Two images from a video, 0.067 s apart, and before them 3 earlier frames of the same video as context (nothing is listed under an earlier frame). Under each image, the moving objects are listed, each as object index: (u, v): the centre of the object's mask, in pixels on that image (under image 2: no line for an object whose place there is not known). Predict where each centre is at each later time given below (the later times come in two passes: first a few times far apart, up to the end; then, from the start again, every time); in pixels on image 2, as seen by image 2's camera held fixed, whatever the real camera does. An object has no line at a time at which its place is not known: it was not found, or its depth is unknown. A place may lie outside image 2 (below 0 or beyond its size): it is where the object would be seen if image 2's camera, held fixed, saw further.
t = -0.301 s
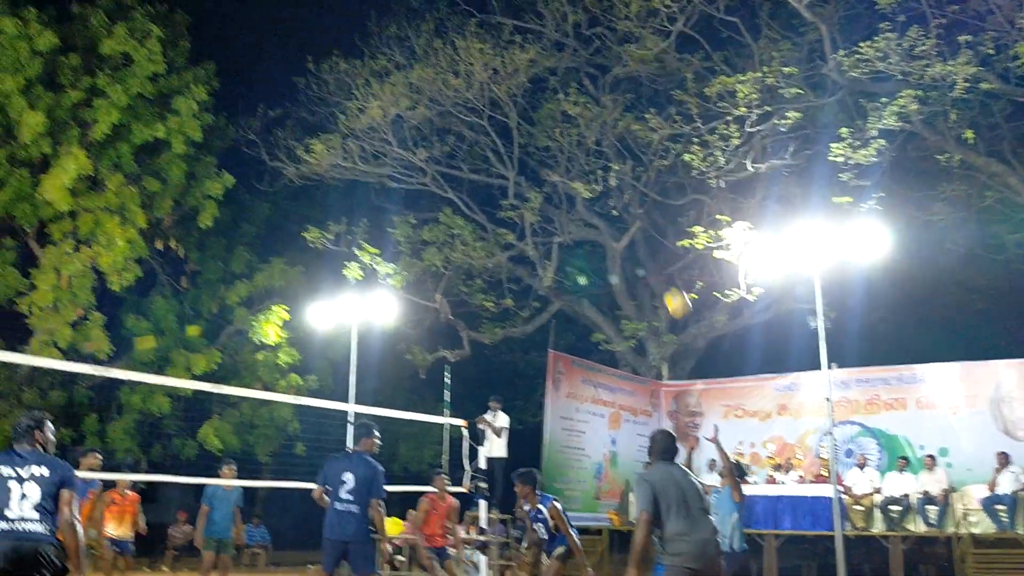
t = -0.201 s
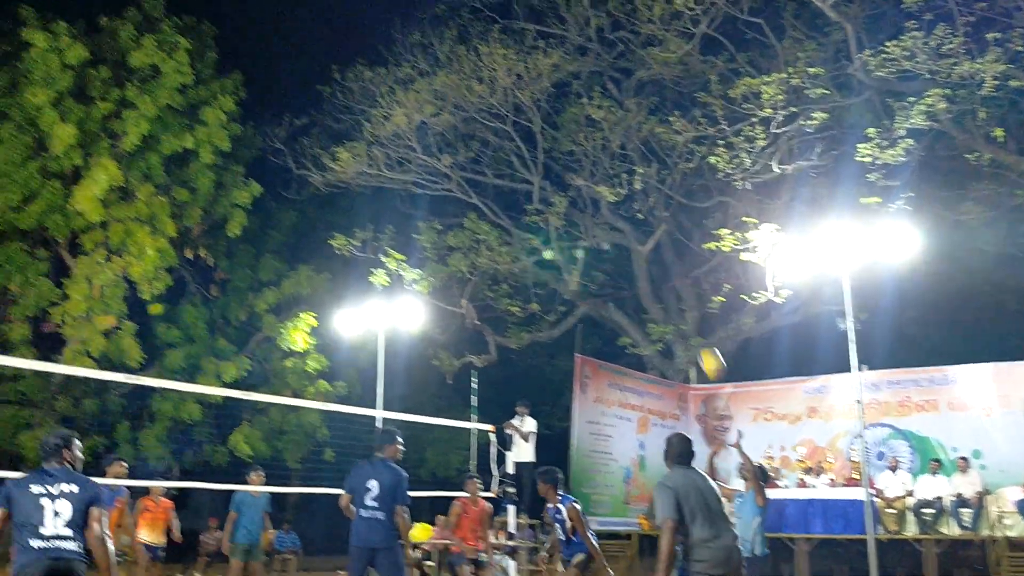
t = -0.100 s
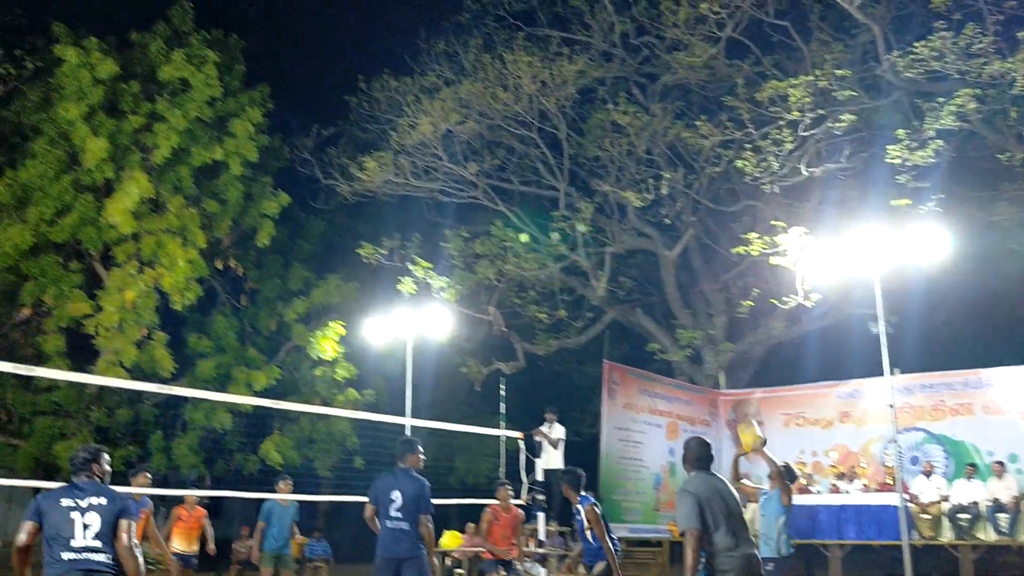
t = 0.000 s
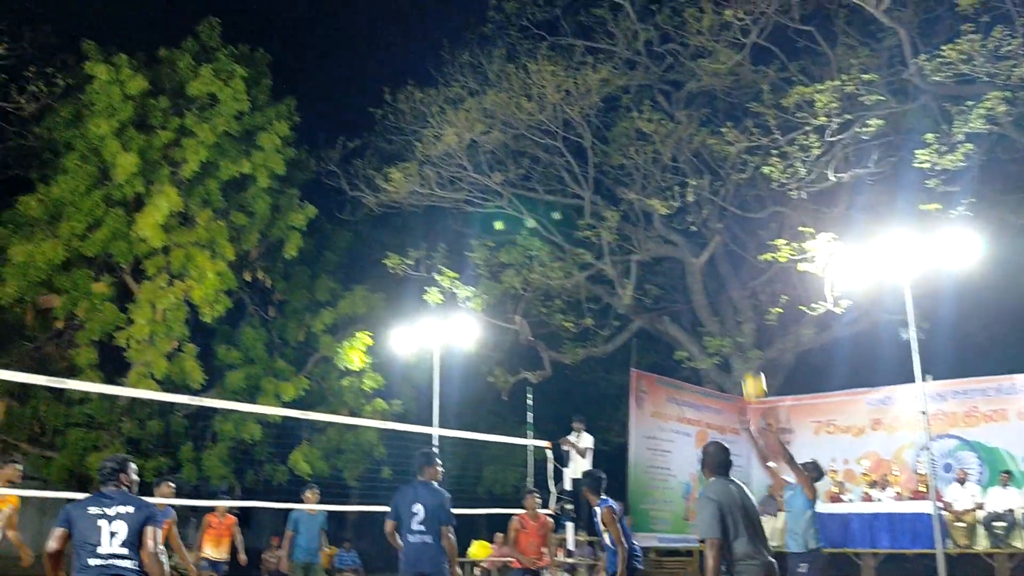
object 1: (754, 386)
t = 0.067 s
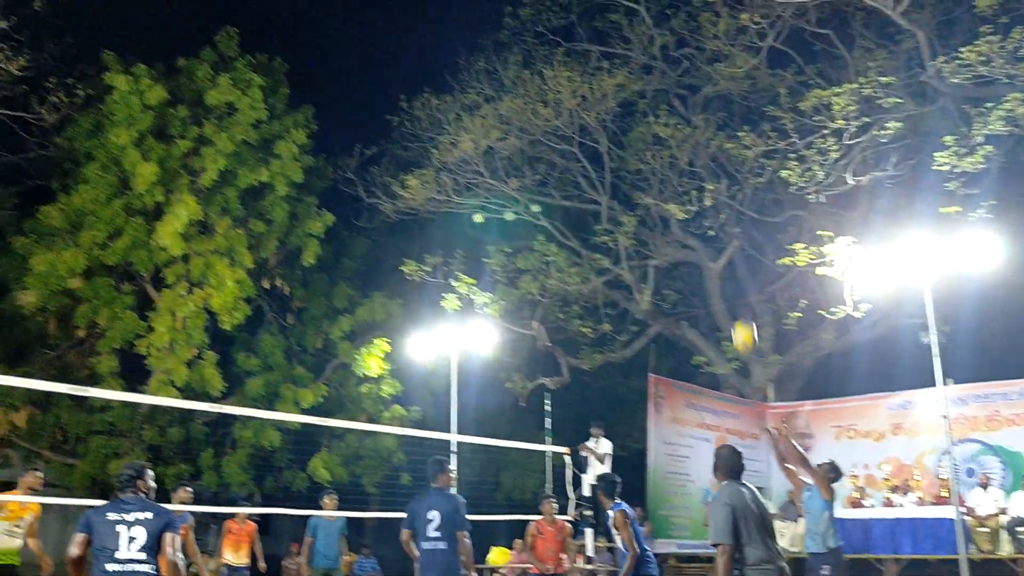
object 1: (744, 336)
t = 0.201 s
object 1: (692, 239)
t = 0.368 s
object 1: (633, 148)
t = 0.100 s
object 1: (730, 310)
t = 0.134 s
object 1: (718, 285)
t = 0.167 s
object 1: (704, 261)
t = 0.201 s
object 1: (692, 239)
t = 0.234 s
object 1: (679, 218)
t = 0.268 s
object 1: (668, 199)
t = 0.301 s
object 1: (656, 181)
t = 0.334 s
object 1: (644, 163)
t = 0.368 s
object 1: (633, 148)
